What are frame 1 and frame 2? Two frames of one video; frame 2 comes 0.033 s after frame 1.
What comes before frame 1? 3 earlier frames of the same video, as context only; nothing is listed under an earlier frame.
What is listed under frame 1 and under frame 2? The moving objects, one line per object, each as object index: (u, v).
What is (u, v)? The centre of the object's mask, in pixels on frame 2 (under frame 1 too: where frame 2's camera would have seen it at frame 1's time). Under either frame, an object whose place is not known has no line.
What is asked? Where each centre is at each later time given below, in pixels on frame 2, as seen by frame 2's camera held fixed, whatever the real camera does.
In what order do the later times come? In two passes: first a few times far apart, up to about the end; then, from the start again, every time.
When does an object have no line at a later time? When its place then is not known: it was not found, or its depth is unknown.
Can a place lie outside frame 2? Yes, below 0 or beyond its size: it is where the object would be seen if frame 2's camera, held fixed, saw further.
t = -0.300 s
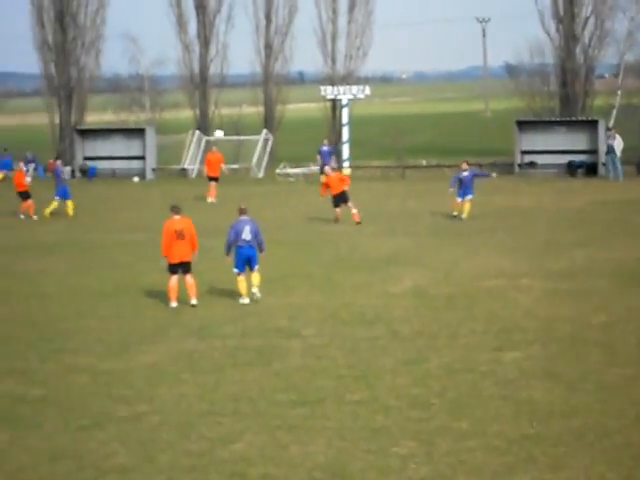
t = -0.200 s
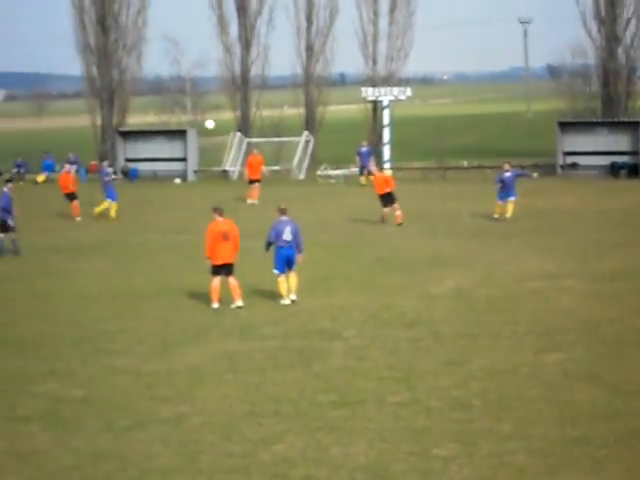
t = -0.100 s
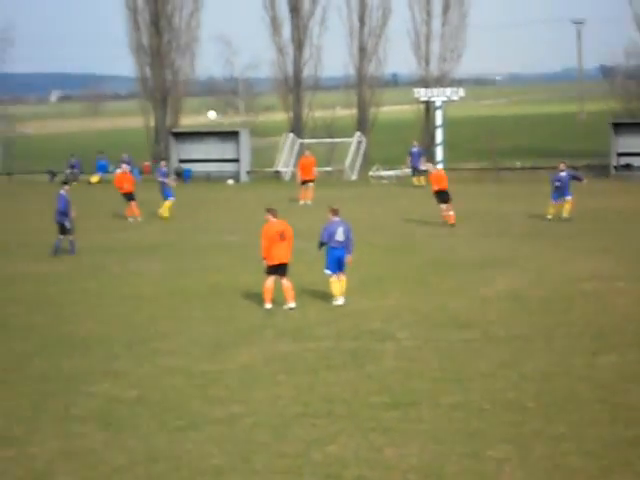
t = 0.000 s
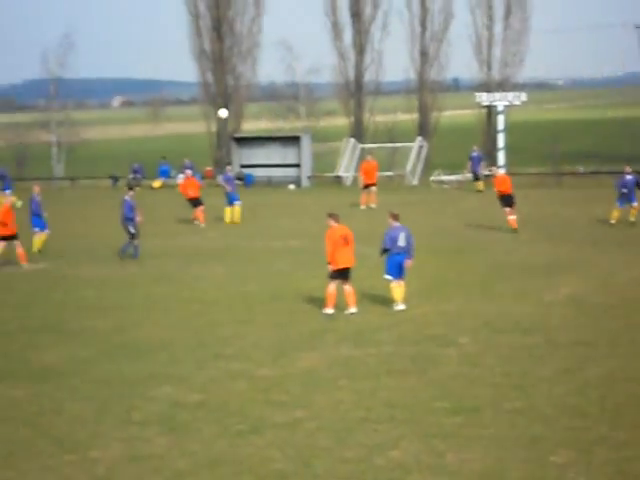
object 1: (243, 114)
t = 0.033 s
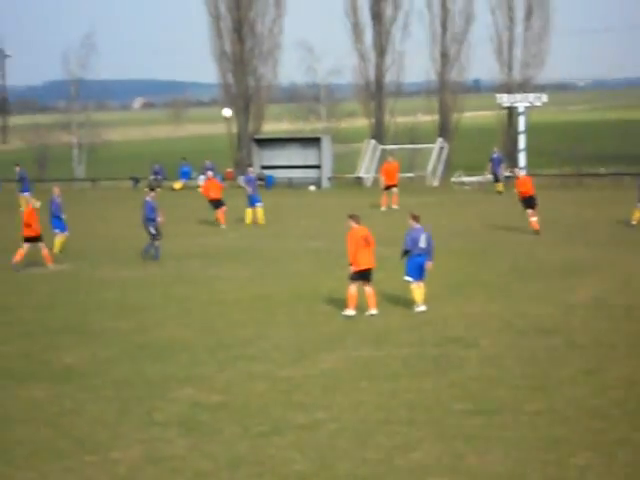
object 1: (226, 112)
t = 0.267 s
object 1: (109, 108)
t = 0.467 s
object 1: (2, 118)
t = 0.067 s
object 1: (210, 111)
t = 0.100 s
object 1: (193, 110)
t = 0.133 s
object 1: (176, 109)
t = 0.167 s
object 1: (160, 108)
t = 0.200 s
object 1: (143, 108)
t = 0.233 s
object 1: (126, 108)
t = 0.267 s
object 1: (109, 108)
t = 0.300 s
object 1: (91, 109)
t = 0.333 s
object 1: (74, 110)
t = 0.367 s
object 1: (56, 111)
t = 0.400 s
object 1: (38, 113)
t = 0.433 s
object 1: (20, 115)
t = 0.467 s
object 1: (2, 118)
